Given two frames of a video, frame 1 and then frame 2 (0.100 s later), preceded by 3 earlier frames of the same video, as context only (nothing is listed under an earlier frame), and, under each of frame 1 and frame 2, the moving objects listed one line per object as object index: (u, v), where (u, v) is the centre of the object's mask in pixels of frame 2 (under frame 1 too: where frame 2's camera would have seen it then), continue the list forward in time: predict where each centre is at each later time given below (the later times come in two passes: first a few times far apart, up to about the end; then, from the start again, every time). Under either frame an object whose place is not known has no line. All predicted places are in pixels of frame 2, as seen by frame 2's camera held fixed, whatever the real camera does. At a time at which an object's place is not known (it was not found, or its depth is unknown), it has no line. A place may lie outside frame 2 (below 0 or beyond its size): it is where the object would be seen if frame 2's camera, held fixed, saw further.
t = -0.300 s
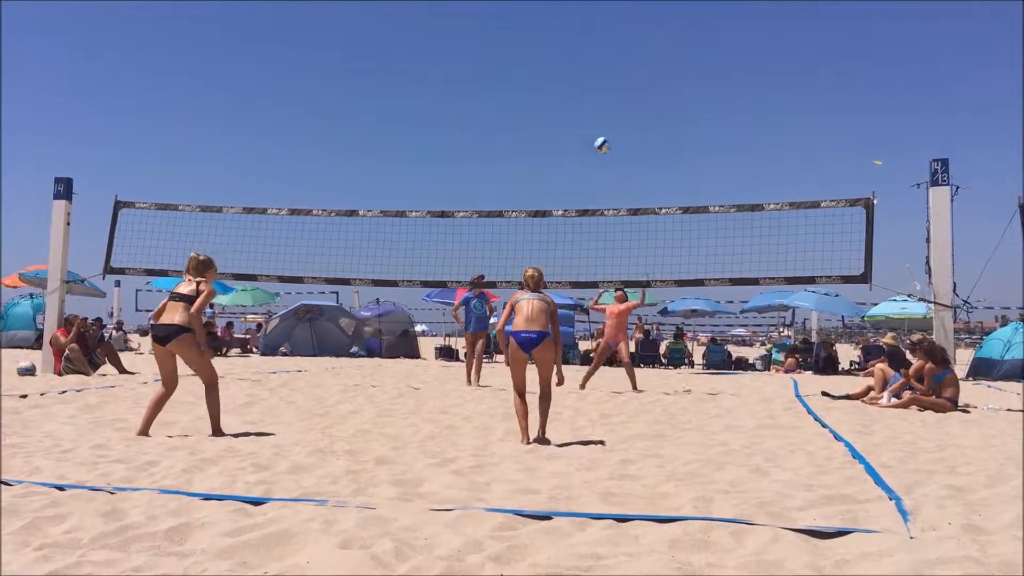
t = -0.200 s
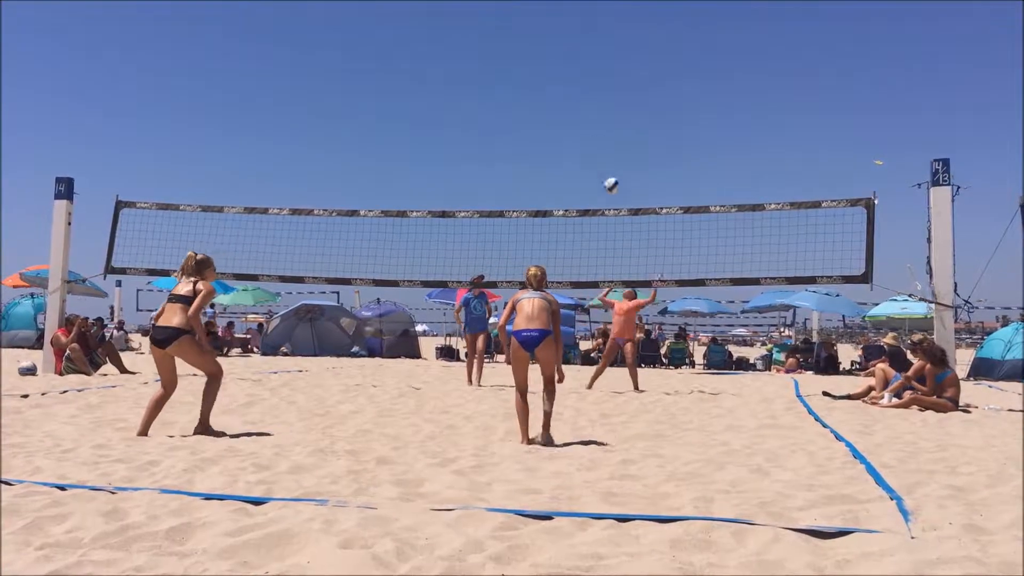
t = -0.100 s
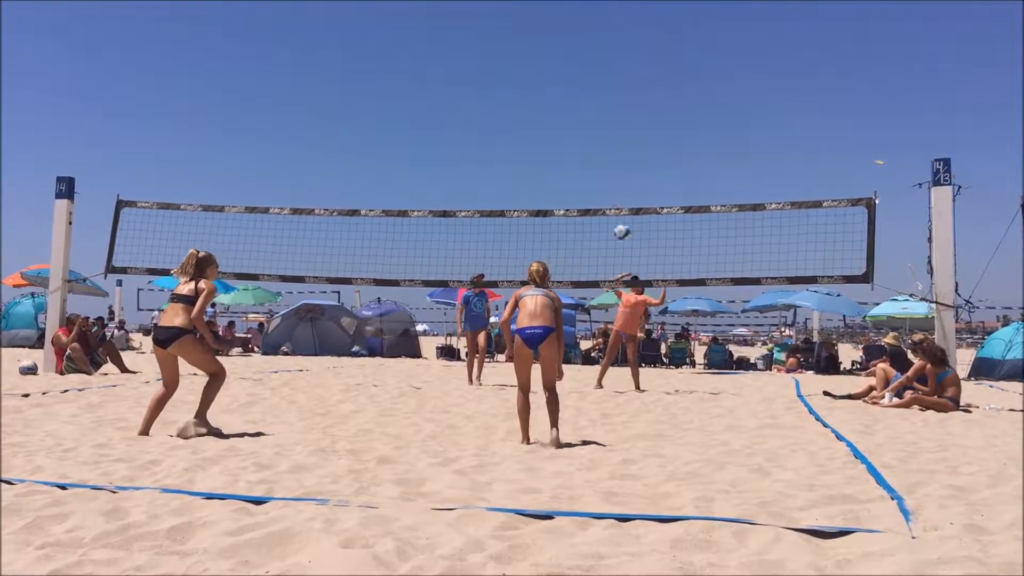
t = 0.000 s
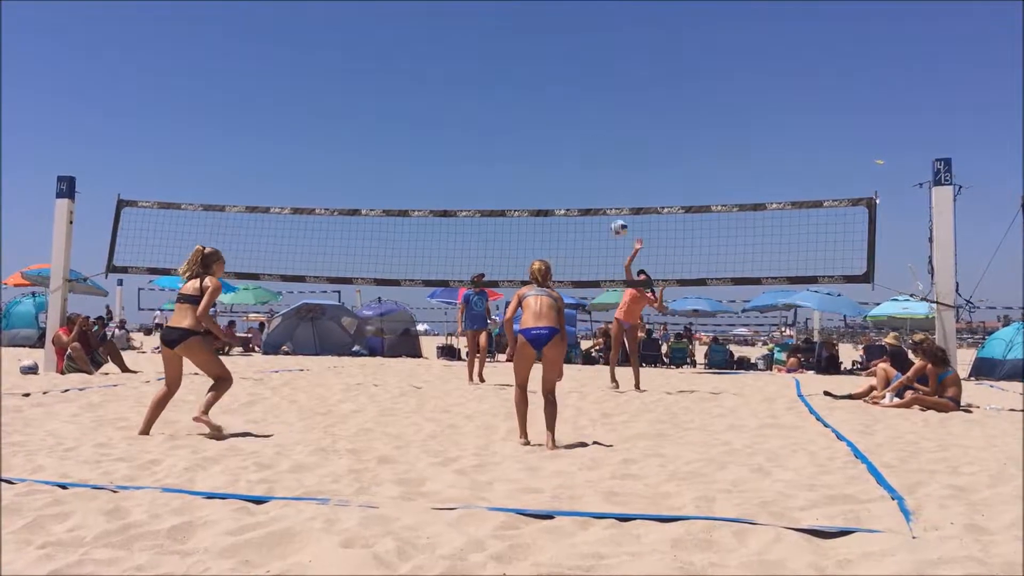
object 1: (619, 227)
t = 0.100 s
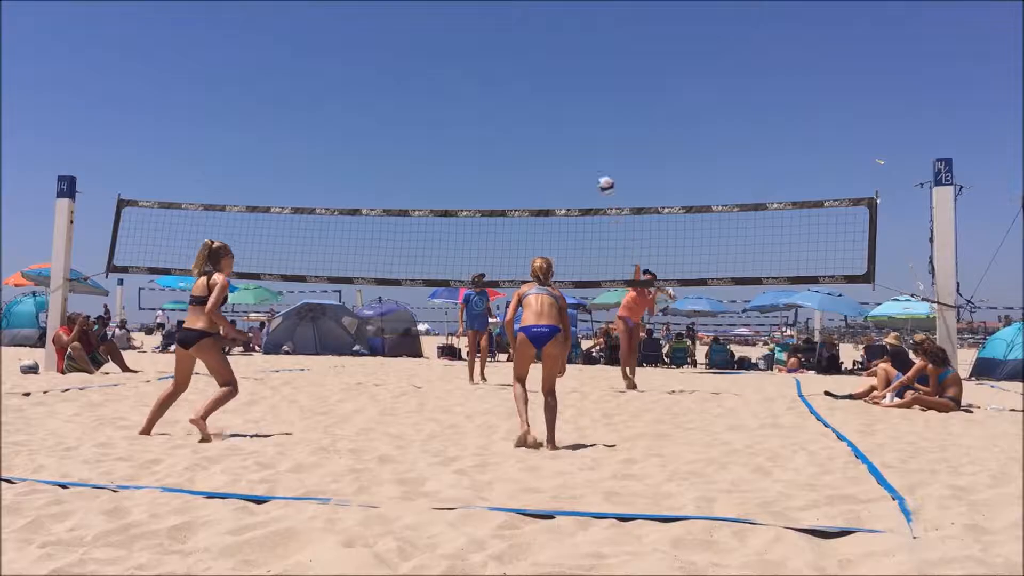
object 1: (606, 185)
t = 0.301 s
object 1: (572, 114)
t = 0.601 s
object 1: (508, 58)
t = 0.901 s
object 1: (419, 98)
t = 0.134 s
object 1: (600, 171)
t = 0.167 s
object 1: (595, 158)
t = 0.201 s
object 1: (589, 148)
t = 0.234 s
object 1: (584, 135)
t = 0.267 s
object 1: (579, 125)
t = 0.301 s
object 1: (572, 114)
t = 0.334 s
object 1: (567, 105)
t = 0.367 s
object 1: (560, 96)
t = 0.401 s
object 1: (553, 88)
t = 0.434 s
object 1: (546, 81)
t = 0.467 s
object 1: (541, 74)
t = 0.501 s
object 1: (532, 69)
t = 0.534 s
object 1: (524, 64)
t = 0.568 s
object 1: (517, 61)
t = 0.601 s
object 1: (508, 58)
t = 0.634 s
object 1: (500, 56)
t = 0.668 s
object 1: (491, 56)
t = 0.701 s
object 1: (482, 58)
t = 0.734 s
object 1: (472, 61)
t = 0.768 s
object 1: (462, 64)
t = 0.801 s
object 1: (453, 69)
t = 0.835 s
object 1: (441, 77)
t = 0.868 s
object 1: (431, 86)
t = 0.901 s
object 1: (419, 98)
